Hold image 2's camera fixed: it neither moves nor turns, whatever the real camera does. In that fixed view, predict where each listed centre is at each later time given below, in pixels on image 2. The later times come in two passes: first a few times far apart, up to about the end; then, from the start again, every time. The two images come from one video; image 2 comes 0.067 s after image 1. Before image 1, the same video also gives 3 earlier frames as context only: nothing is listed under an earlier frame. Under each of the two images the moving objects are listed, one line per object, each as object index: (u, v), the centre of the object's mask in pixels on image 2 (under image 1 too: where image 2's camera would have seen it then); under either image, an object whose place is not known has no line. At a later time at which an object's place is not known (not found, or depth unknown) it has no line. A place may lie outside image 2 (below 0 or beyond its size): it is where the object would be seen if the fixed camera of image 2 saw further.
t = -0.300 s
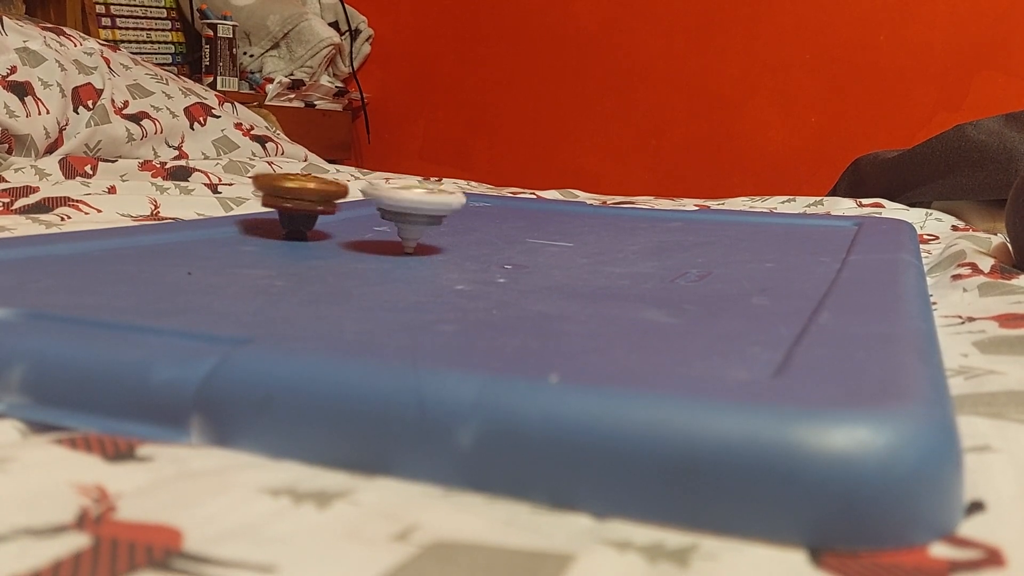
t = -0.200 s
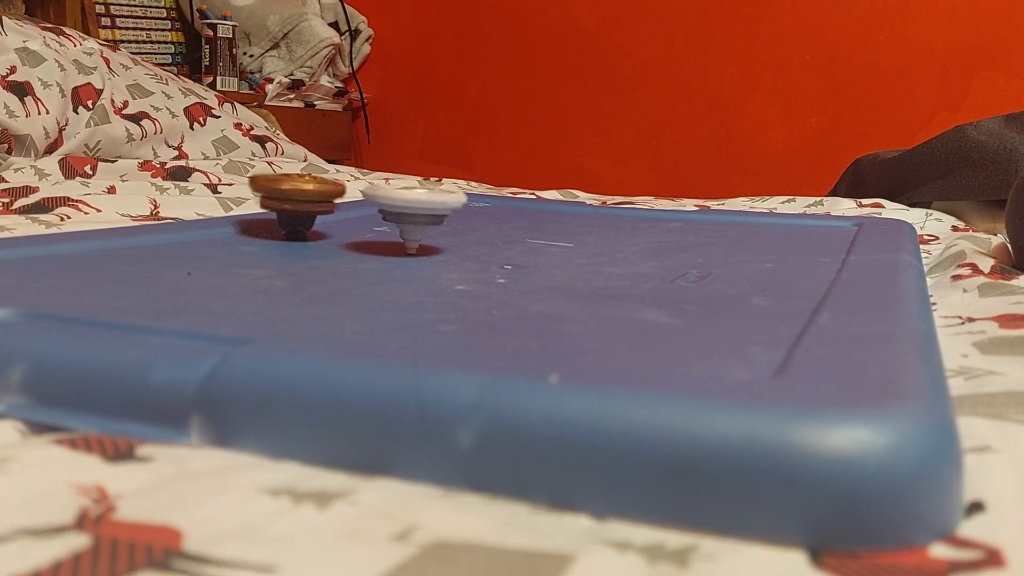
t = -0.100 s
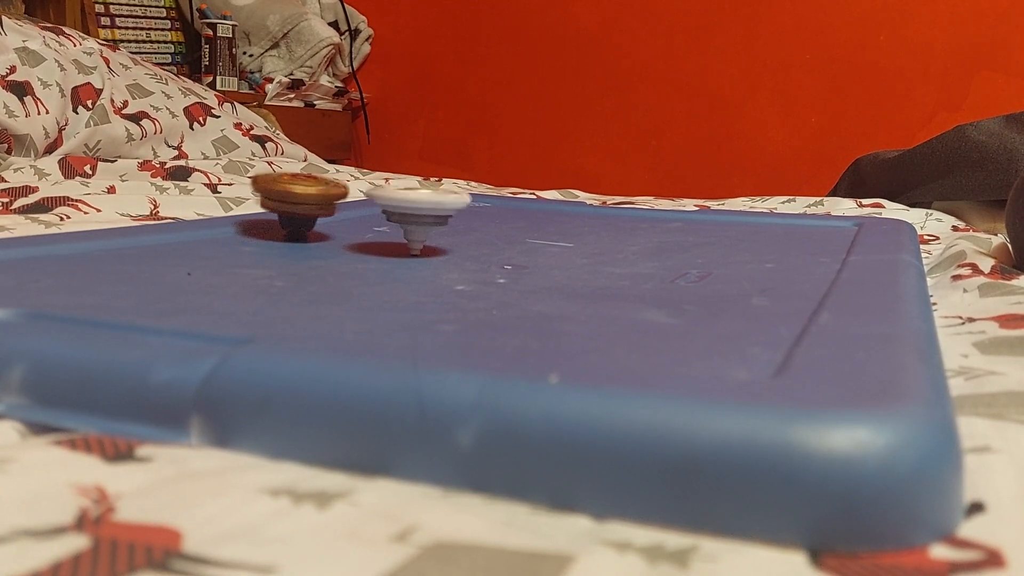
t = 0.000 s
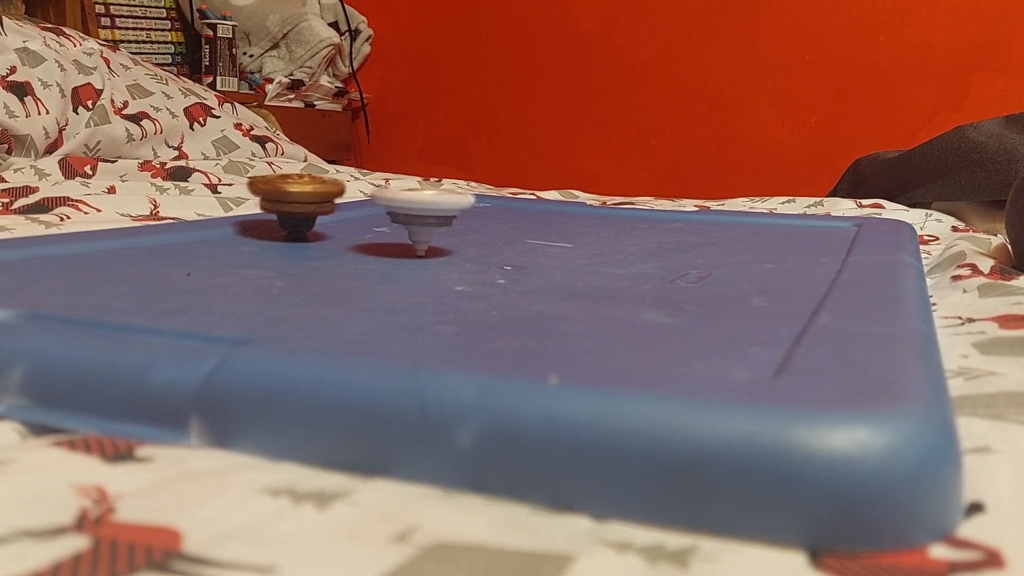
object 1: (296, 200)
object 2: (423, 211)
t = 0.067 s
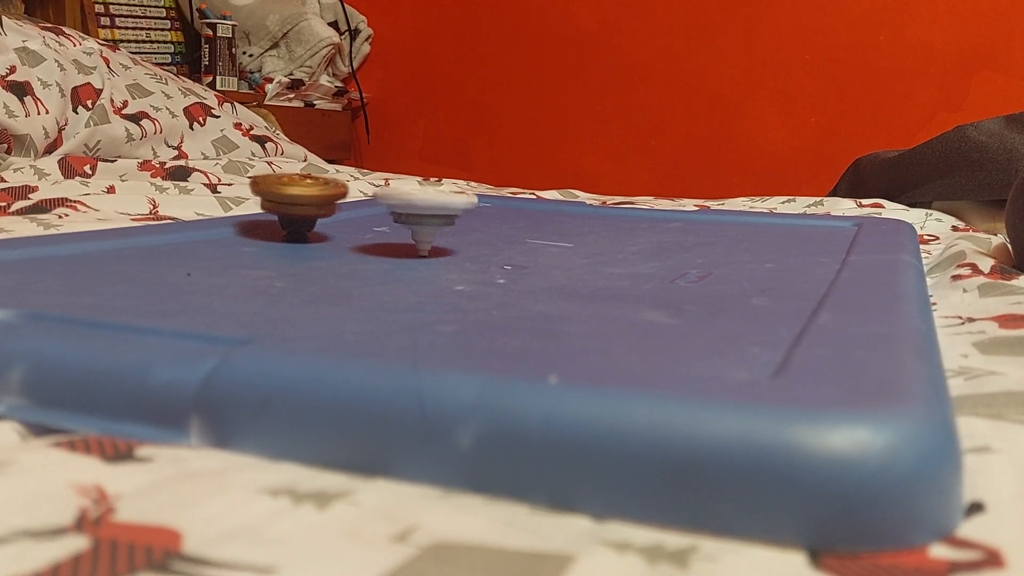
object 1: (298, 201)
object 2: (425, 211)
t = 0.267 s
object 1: (296, 202)
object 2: (429, 210)
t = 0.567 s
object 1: (294, 206)
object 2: (428, 209)
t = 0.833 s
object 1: (287, 209)
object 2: (422, 208)
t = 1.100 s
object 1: (284, 209)
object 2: (424, 211)
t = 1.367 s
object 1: (283, 210)
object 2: (432, 212)
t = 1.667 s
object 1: (283, 209)
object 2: (439, 211)
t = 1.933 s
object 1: (287, 212)
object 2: (435, 211)
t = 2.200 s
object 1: (289, 213)
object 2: (429, 212)
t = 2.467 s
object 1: (290, 214)
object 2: (433, 214)
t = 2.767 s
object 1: (288, 213)
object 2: (435, 213)
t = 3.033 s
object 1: (286, 213)
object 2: (435, 212)
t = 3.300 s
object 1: (285, 214)
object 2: (432, 214)
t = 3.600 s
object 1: (289, 214)
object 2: (436, 214)
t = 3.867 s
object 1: (288, 214)
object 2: (438, 214)
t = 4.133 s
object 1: (288, 215)
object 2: (438, 214)
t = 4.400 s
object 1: (289, 216)
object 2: (432, 215)
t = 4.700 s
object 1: (295, 216)
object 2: (430, 215)
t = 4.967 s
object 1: (293, 216)
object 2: (429, 214)
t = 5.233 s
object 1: (293, 216)
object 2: (421, 214)
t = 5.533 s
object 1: (297, 217)
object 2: (420, 215)
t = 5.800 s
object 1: (298, 217)
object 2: (421, 215)
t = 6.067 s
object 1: (297, 218)
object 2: (422, 215)
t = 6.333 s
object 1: (299, 218)
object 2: (419, 216)
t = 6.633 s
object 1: (305, 217)
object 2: (423, 214)
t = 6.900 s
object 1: (305, 216)
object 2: (435, 209)
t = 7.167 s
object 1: (303, 216)
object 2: (406, 206)
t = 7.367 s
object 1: (303, 216)
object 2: (385, 207)
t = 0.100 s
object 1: (296, 201)
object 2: (425, 211)
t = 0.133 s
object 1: (296, 201)
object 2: (427, 211)
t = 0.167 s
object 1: (296, 201)
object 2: (429, 211)
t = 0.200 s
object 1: (296, 201)
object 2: (430, 211)
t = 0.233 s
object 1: (295, 202)
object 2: (430, 211)
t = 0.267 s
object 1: (296, 202)
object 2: (429, 210)
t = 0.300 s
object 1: (296, 203)
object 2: (430, 209)
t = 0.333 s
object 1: (297, 203)
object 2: (431, 210)
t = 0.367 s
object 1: (297, 204)
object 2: (431, 210)
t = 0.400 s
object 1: (297, 204)
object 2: (430, 209)
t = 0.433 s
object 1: (296, 205)
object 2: (431, 209)
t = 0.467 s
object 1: (296, 205)
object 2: (430, 209)
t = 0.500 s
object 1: (296, 206)
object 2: (430, 209)
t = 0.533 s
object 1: (295, 206)
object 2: (430, 208)
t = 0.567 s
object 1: (294, 206)
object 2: (428, 209)
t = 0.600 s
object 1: (294, 206)
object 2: (429, 209)
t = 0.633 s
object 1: (293, 207)
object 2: (428, 208)
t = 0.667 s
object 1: (292, 207)
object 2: (426, 208)
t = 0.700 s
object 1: (291, 208)
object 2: (426, 209)
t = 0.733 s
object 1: (291, 207)
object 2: (425, 208)
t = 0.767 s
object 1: (290, 209)
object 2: (425, 208)
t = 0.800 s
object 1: (288, 209)
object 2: (423, 209)
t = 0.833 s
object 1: (287, 209)
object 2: (422, 208)
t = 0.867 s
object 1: (286, 210)
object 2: (424, 209)
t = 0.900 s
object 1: (285, 209)
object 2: (423, 209)
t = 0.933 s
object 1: (284, 209)
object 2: (421, 209)
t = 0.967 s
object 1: (283, 209)
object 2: (423, 209)
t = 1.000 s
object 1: (283, 209)
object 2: (424, 211)
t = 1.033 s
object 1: (283, 209)
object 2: (422, 208)
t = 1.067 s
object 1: (283, 209)
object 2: (424, 211)
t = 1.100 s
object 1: (284, 209)
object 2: (424, 211)
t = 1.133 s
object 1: (284, 210)
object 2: (425, 212)
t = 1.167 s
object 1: (283, 209)
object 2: (426, 211)
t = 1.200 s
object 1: (284, 210)
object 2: (426, 212)
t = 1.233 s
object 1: (285, 209)
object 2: (427, 212)
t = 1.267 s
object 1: (286, 210)
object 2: (429, 212)
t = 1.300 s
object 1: (285, 210)
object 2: (431, 212)
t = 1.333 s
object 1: (284, 210)
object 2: (430, 212)
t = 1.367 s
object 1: (283, 210)
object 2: (432, 212)
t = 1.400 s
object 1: (283, 209)
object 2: (435, 213)
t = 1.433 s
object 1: (284, 209)
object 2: (435, 212)
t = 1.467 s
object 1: (284, 210)
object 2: (436, 211)
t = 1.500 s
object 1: (282, 209)
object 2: (438, 211)
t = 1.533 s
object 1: (282, 209)
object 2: (438, 212)
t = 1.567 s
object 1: (283, 209)
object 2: (439, 212)
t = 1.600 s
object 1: (283, 209)
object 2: (440, 211)
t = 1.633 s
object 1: (283, 209)
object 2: (440, 211)
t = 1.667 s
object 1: (283, 209)
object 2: (439, 211)
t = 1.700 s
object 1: (282, 210)
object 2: (438, 211)
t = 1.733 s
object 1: (284, 210)
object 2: (439, 211)
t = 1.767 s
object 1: (283, 210)
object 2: (439, 211)
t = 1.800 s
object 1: (284, 210)
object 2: (438, 211)
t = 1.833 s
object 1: (285, 211)
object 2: (437, 210)
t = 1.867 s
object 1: (287, 211)
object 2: (436, 210)
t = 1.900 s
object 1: (287, 211)
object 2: (435, 212)
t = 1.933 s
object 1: (287, 212)
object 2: (435, 211)
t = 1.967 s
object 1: (288, 212)
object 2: (435, 212)
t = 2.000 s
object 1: (288, 212)
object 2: (434, 212)
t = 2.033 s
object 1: (288, 212)
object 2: (431, 211)
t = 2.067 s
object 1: (287, 213)
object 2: (431, 212)
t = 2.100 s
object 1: (287, 213)
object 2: (431, 212)
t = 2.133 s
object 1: (287, 213)
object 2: (430, 212)
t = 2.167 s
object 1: (288, 213)
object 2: (430, 212)
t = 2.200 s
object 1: (289, 213)
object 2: (429, 212)
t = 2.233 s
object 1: (288, 213)
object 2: (429, 213)
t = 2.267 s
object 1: (286, 213)
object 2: (429, 213)
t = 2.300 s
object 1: (287, 213)
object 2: (431, 213)
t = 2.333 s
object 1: (288, 213)
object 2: (431, 213)
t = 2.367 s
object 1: (288, 213)
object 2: (430, 214)
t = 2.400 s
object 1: (288, 214)
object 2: (432, 214)
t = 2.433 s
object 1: (289, 213)
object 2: (432, 214)
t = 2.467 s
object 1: (290, 214)
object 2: (433, 214)
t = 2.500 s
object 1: (291, 214)
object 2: (434, 214)
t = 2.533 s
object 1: (291, 214)
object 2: (435, 214)
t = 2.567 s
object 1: (291, 213)
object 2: (436, 214)
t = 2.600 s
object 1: (291, 214)
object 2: (433, 214)
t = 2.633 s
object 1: (289, 213)
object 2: (434, 214)
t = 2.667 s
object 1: (289, 213)
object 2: (435, 213)
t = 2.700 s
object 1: (290, 213)
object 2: (437, 214)
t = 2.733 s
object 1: (290, 213)
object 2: (436, 213)
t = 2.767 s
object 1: (288, 213)
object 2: (435, 213)
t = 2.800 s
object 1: (286, 213)
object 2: (437, 212)
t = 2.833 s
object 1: (287, 213)
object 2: (436, 212)
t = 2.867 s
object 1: (288, 213)
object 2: (436, 213)
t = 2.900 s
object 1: (288, 213)
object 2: (435, 212)
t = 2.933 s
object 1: (286, 213)
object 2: (435, 213)
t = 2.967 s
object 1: (286, 213)
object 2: (435, 212)
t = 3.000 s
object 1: (286, 213)
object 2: (436, 212)
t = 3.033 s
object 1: (286, 213)
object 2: (435, 212)
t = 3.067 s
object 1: (285, 213)
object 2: (433, 212)
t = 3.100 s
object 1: (286, 213)
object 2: (433, 212)
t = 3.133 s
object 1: (287, 214)
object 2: (432, 213)
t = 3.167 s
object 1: (287, 213)
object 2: (433, 214)
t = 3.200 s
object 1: (286, 214)
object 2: (433, 213)
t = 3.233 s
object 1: (287, 214)
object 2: (434, 213)
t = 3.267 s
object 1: (286, 214)
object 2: (433, 214)
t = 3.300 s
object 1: (285, 214)
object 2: (432, 214)
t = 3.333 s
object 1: (285, 214)
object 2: (434, 213)
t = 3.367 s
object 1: (285, 214)
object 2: (434, 214)
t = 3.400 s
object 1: (285, 214)
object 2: (434, 215)
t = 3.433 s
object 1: (286, 214)
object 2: (432, 214)
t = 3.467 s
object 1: (287, 214)
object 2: (434, 214)
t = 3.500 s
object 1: (288, 214)
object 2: (435, 214)
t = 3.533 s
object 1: (289, 214)
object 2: (436, 214)
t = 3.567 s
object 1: (288, 214)
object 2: (436, 214)
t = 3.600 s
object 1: (289, 214)
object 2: (436, 214)
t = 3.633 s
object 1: (290, 214)
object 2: (438, 214)
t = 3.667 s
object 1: (290, 214)
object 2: (438, 215)
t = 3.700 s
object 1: (290, 215)
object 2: (438, 215)
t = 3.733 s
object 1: (290, 214)
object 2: (436, 214)
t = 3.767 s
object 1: (289, 215)
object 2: (437, 214)
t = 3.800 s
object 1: (288, 215)
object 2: (439, 214)
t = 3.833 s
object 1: (289, 214)
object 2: (439, 214)
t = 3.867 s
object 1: (288, 214)
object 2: (438, 214)
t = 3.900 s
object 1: (288, 214)
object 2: (438, 213)
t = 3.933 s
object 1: (287, 214)
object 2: (440, 213)
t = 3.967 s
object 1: (288, 214)
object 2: (439, 215)
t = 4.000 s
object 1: (289, 214)
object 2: (439, 214)
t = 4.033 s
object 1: (288, 214)
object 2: (437, 215)
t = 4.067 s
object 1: (288, 214)
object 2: (437, 214)
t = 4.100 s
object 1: (289, 215)
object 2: (436, 214)
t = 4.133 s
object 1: (288, 215)
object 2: (438, 214)
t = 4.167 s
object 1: (288, 215)
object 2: (437, 214)
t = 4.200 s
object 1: (290, 215)
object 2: (436, 214)
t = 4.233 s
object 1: (290, 215)
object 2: (435, 214)
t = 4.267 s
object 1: (289, 215)
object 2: (435, 214)
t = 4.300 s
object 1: (289, 216)
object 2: (436, 215)
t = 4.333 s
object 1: (289, 216)
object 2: (436, 215)
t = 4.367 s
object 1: (290, 217)
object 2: (435, 215)
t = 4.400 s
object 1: (289, 216)
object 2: (432, 215)
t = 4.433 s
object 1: (290, 217)
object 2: (432, 215)
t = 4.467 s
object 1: (290, 216)
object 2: (432, 215)
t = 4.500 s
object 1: (290, 216)
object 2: (432, 215)
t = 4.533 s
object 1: (290, 216)
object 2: (431, 215)
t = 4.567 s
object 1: (289, 216)
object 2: (432, 215)
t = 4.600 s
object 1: (290, 216)
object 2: (431, 215)
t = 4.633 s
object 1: (292, 216)
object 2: (432, 215)
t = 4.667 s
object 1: (294, 216)
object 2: (432, 215)
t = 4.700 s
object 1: (295, 216)
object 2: (430, 215)
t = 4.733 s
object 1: (294, 216)
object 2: (429, 215)
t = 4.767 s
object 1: (292, 216)
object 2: (429, 215)
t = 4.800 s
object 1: (291, 215)
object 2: (431, 214)
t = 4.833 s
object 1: (292, 216)
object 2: (431, 214)
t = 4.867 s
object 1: (294, 216)
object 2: (431, 214)
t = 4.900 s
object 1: (295, 216)
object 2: (429, 214)
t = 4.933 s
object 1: (293, 216)
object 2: (429, 214)
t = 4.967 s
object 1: (293, 216)
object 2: (429, 214)
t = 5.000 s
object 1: (294, 216)
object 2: (429, 214)
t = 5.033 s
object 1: (294, 216)
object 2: (426, 214)
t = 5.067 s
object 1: (294, 216)
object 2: (426, 214)
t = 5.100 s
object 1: (293, 216)
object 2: (425, 214)
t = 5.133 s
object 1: (294, 216)
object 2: (427, 213)
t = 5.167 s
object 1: (294, 216)
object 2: (426, 214)
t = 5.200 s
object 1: (293, 216)
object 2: (424, 214)
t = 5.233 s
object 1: (293, 216)
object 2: (421, 214)
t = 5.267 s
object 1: (293, 216)
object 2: (422, 214)
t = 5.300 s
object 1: (293, 216)
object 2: (423, 214)
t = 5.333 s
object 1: (293, 216)
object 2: (422, 215)
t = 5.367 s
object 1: (293, 216)
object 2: (419, 214)
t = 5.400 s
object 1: (294, 216)
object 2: (419, 214)
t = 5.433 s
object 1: (295, 216)
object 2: (419, 214)
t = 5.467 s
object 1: (296, 216)
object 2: (422, 214)
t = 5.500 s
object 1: (296, 217)
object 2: (421, 215)
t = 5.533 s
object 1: (297, 217)
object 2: (420, 215)
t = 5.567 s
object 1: (299, 217)
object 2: (419, 215)
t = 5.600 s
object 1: (301, 217)
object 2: (420, 215)
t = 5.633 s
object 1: (302, 217)
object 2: (421, 215)
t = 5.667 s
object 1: (301, 217)
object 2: (423, 215)
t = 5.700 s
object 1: (300, 217)
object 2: (421, 215)
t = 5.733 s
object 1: (299, 217)
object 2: (420, 215)
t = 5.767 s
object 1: (298, 217)
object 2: (420, 215)
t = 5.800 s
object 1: (298, 217)
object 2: (421, 215)
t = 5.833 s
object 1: (298, 217)
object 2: (420, 214)
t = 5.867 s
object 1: (297, 217)
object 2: (422, 215)
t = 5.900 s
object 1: (296, 217)
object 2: (422, 215)
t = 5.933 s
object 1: (295, 217)
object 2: (423, 215)
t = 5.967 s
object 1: (296, 217)
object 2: (422, 215)
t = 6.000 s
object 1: (297, 218)
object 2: (422, 215)
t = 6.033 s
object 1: (298, 218)
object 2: (421, 215)
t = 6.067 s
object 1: (297, 218)
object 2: (422, 215)
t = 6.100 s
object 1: (296, 218)
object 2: (421, 215)
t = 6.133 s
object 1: (296, 217)
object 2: (420, 215)
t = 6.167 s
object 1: (297, 218)
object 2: (419, 215)
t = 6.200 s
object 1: (298, 218)
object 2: (420, 216)
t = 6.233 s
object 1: (299, 218)
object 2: (419, 215)
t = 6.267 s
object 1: (298, 218)
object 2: (419, 216)
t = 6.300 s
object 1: (298, 218)
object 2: (418, 215)
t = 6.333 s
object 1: (299, 218)
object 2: (419, 216)
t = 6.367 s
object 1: (302, 217)
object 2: (419, 215)
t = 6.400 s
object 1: (304, 218)
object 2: (419, 215)
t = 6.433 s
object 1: (303, 217)
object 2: (419, 215)
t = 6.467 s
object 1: (302, 217)
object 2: (420, 215)
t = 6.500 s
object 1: (299, 217)
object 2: (419, 215)
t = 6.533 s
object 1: (299, 217)
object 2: (420, 215)
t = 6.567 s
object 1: (301, 216)
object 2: (420, 214)
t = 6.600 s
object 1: (304, 217)
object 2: (420, 214)
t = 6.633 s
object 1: (305, 217)
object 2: (423, 214)
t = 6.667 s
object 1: (303, 217)
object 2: (425, 214)
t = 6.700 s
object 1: (300, 216)
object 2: (429, 214)
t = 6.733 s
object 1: (299, 217)
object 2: (433, 214)
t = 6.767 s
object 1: (302, 217)
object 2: (433, 213)
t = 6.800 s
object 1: (306, 217)
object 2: (435, 212)
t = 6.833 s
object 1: (307, 216)
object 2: (436, 211)
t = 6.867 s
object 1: (305, 217)
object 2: (436, 211)
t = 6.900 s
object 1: (305, 216)
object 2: (435, 209)
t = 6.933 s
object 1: (304, 216)
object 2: (434, 209)
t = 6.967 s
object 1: (303, 216)
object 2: (431, 208)
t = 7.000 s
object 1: (303, 216)
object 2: (427, 207)
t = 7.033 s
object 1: (304, 216)
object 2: (424, 207)
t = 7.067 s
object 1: (304, 216)
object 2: (419, 207)
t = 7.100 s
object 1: (303, 216)
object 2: (414, 207)
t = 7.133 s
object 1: (304, 216)
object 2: (410, 206)
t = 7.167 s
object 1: (303, 216)
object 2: (406, 206)
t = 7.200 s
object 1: (303, 216)
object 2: (402, 206)
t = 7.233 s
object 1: (304, 217)
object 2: (398, 205)
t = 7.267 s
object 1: (303, 216)
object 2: (396, 206)
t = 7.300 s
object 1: (303, 216)
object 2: (392, 206)
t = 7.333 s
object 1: (302, 216)
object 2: (388, 206)
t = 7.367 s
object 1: (303, 216)
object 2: (385, 207)
